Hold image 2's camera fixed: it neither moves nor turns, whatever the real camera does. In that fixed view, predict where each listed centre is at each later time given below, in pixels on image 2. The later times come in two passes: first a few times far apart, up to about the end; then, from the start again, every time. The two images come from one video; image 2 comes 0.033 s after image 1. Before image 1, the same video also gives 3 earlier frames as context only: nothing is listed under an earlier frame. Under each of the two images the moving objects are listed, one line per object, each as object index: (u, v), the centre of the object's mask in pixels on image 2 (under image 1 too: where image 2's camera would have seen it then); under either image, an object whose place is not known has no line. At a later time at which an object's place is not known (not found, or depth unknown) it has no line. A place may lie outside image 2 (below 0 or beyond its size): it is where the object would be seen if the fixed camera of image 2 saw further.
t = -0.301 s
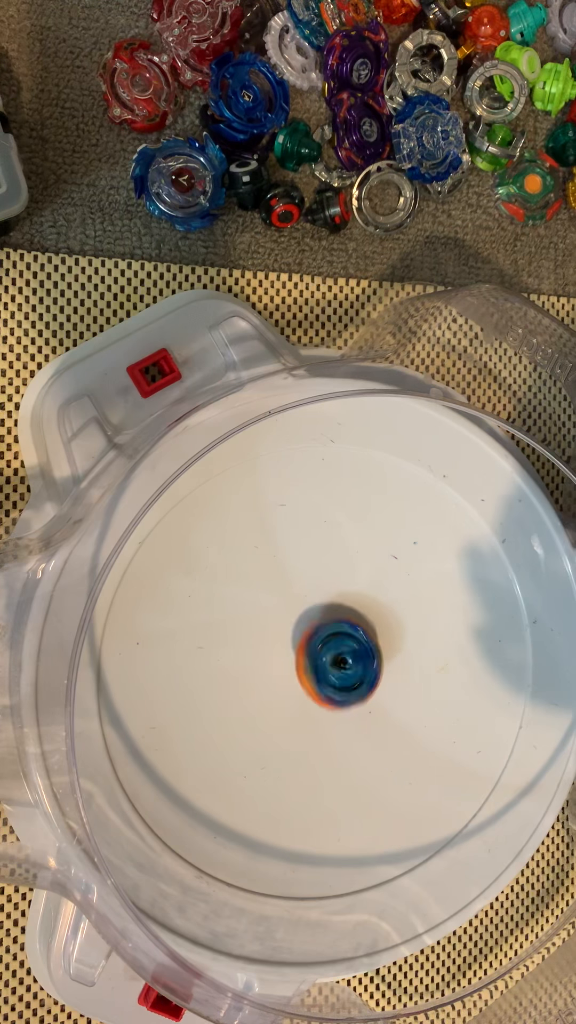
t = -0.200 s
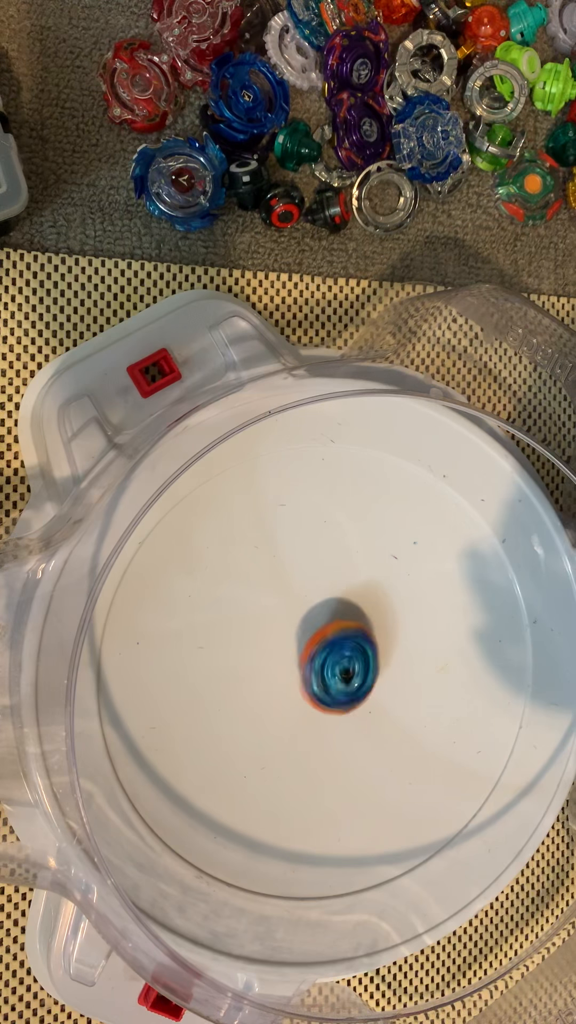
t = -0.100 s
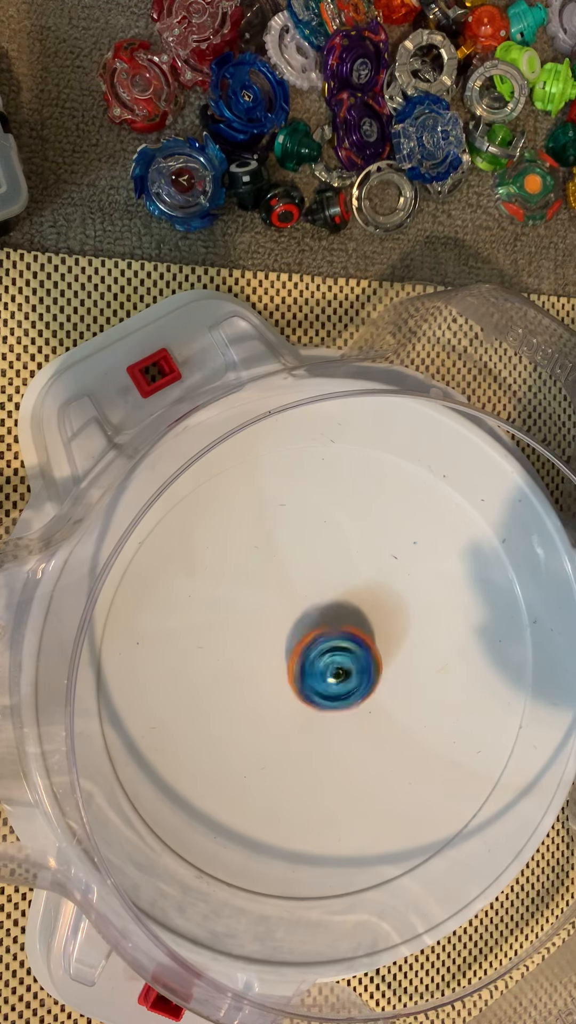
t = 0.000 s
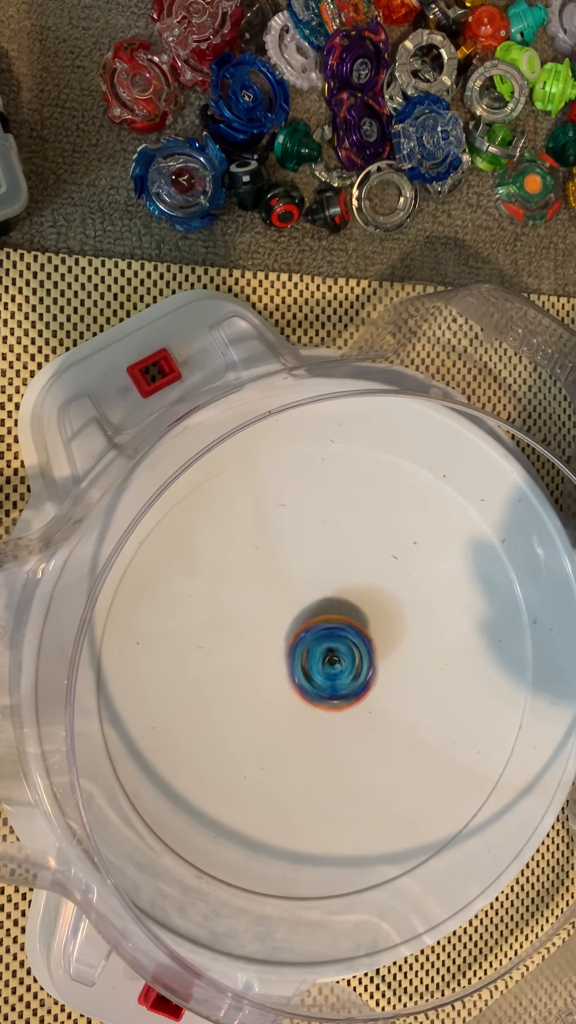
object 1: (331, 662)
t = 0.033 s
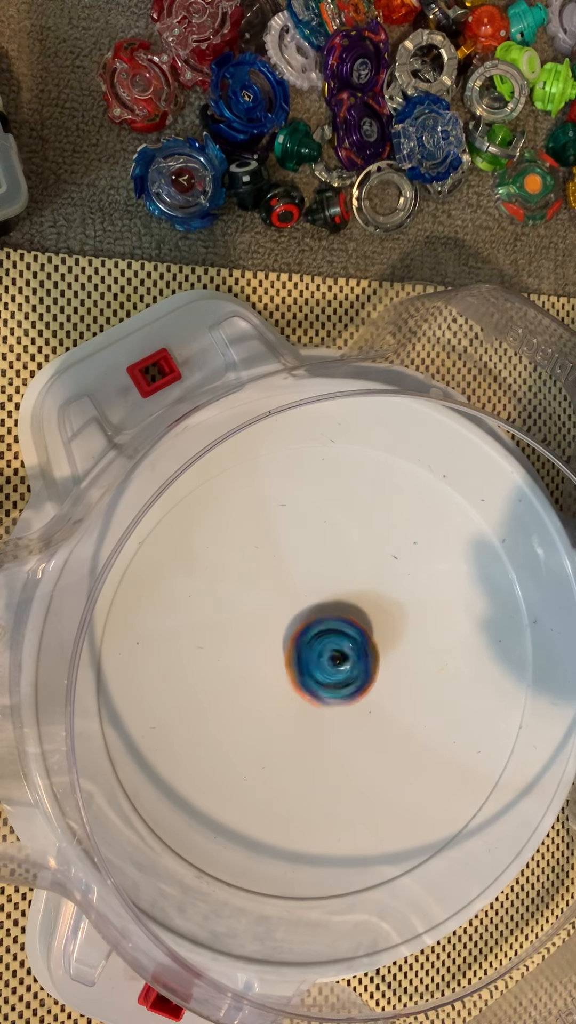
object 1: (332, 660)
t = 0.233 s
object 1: (336, 666)
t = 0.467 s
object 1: (333, 659)
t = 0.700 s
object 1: (336, 663)
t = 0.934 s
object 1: (332, 661)
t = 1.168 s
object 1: (325, 664)
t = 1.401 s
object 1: (324, 668)
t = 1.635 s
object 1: (325, 672)
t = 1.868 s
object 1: (336, 674)
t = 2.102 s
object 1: (341, 667)
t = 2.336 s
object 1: (344, 659)
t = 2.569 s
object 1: (329, 658)
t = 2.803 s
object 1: (332, 664)
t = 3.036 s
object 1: (329, 654)
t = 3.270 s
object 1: (317, 655)
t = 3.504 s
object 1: (330, 668)
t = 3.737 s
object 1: (334, 663)
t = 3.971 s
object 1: (332, 667)
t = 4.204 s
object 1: (336, 665)
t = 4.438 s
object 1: (329, 644)
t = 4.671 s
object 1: (326, 671)
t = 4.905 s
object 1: (334, 669)
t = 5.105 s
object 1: (330, 662)
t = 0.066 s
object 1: (333, 658)
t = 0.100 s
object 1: (335, 659)
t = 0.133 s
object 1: (336, 660)
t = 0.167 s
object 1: (336, 662)
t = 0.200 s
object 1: (336, 663)
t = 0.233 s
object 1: (336, 666)
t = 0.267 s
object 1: (335, 667)
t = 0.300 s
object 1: (333, 667)
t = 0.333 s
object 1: (333, 666)
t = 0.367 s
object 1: (334, 664)
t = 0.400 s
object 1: (335, 663)
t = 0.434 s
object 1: (334, 661)
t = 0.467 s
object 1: (333, 659)
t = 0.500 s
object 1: (333, 658)
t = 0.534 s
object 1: (334, 657)
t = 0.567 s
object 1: (334, 658)
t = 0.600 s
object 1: (334, 658)
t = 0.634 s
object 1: (335, 660)
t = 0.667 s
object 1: (336, 661)
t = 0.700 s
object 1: (336, 663)
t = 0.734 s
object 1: (334, 663)
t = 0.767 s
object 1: (333, 663)
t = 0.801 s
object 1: (330, 663)
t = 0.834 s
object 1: (329, 662)
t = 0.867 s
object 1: (329, 661)
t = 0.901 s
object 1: (331, 661)
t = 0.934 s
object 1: (332, 661)
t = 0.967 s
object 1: (333, 661)
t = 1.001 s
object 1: (335, 658)
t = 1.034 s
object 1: (335, 659)
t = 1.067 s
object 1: (332, 662)
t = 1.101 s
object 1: (329, 662)
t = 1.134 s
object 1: (327, 663)
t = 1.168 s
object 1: (325, 664)
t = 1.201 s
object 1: (324, 665)
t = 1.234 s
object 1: (319, 667)
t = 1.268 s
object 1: (318, 667)
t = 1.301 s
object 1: (319, 666)
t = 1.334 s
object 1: (321, 667)
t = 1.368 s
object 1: (323, 667)
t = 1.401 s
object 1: (324, 668)
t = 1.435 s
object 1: (325, 667)
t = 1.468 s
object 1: (327, 668)
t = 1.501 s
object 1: (330, 670)
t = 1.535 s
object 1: (330, 670)
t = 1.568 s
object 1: (329, 670)
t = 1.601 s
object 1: (328, 671)
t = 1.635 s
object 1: (325, 672)
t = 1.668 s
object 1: (324, 673)
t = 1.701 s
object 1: (323, 671)
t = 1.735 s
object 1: (326, 671)
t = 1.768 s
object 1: (330, 672)
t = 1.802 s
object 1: (333, 674)
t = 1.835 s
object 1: (334, 674)
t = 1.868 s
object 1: (336, 674)
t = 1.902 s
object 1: (339, 673)
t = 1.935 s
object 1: (342, 674)
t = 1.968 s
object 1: (343, 675)
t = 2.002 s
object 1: (342, 675)
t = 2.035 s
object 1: (341, 673)
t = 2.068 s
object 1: (341, 669)
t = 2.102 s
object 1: (341, 667)
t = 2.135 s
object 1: (341, 664)
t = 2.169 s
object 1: (341, 662)
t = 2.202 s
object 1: (342, 659)
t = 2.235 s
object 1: (343, 657)
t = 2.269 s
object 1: (345, 654)
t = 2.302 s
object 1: (345, 656)
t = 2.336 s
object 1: (344, 659)
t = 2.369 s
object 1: (341, 659)
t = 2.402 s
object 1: (339, 660)
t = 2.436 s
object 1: (335, 661)
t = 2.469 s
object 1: (331, 662)
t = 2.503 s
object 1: (329, 660)
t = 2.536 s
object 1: (327, 658)
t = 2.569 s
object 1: (329, 658)
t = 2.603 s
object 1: (332, 657)
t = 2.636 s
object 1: (333, 660)
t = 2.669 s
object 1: (334, 662)
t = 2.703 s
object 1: (335, 664)
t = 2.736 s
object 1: (335, 665)
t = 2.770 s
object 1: (333, 666)
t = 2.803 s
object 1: (332, 664)
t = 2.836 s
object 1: (330, 661)
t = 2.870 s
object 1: (328, 659)
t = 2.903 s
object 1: (325, 656)
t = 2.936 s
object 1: (323, 653)
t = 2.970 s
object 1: (324, 648)
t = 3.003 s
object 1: (327, 651)
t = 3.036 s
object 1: (329, 654)
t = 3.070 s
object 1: (328, 656)
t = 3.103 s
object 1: (327, 659)
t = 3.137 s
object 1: (324, 661)
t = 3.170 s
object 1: (321, 660)
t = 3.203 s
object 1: (319, 658)
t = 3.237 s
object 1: (317, 657)
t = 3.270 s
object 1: (317, 655)
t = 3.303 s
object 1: (319, 655)
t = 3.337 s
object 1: (323, 656)
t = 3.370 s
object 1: (326, 658)
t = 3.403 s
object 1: (330, 658)
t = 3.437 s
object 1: (332, 661)
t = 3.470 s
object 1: (332, 666)
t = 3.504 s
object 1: (330, 668)
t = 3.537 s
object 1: (329, 668)
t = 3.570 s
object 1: (327, 667)
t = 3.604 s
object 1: (327, 665)
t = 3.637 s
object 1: (328, 664)
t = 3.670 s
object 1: (330, 665)
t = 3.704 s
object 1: (332, 664)
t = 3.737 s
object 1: (334, 663)
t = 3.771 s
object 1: (336, 665)
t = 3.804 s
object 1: (337, 667)
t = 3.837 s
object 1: (336, 668)
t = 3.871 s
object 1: (336, 670)
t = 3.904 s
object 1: (334, 672)
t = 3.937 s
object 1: (333, 670)
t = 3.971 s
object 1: (332, 667)
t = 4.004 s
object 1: (332, 664)
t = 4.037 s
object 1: (331, 661)
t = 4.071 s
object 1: (331, 657)
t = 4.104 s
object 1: (333, 661)
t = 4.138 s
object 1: (335, 663)
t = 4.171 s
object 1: (336, 663)
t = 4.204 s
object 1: (336, 665)
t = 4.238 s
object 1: (338, 663)
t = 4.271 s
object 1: (336, 665)
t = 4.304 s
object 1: (334, 661)
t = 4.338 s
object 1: (332, 658)
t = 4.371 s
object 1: (330, 654)
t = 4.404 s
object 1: (329, 649)
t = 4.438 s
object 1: (329, 644)
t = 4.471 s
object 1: (330, 650)
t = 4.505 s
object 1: (330, 653)
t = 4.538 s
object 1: (330, 658)
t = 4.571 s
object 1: (329, 662)
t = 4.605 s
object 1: (327, 667)
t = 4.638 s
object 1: (326, 670)
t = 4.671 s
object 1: (326, 671)
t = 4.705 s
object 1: (326, 670)
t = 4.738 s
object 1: (328, 669)
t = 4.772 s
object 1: (330, 664)
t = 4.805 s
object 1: (332, 662)
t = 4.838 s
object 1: (335, 667)
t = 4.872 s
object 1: (335, 668)
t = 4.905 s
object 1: (334, 669)
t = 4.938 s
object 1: (333, 668)
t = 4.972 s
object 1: (333, 670)
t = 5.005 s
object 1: (331, 670)
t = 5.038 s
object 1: (330, 666)
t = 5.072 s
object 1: (329, 663)
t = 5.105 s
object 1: (330, 662)
